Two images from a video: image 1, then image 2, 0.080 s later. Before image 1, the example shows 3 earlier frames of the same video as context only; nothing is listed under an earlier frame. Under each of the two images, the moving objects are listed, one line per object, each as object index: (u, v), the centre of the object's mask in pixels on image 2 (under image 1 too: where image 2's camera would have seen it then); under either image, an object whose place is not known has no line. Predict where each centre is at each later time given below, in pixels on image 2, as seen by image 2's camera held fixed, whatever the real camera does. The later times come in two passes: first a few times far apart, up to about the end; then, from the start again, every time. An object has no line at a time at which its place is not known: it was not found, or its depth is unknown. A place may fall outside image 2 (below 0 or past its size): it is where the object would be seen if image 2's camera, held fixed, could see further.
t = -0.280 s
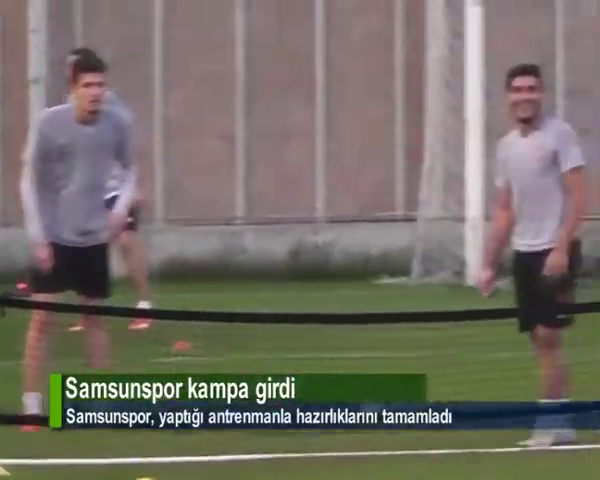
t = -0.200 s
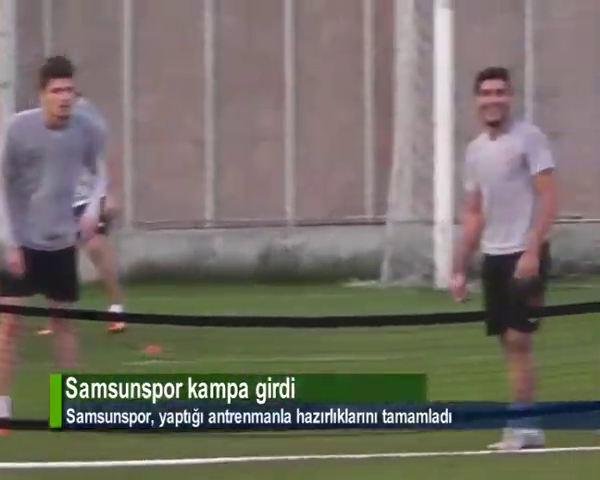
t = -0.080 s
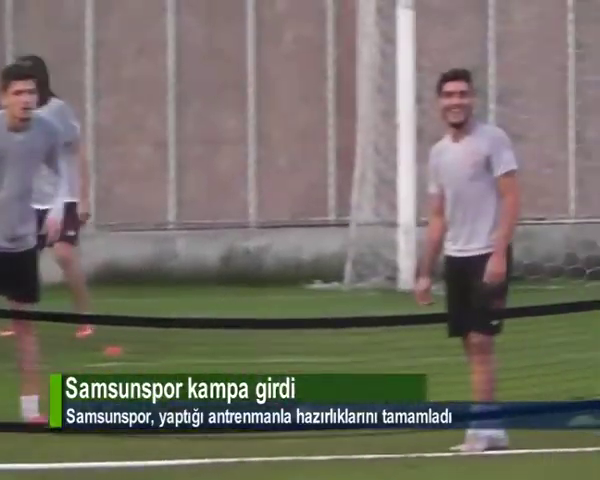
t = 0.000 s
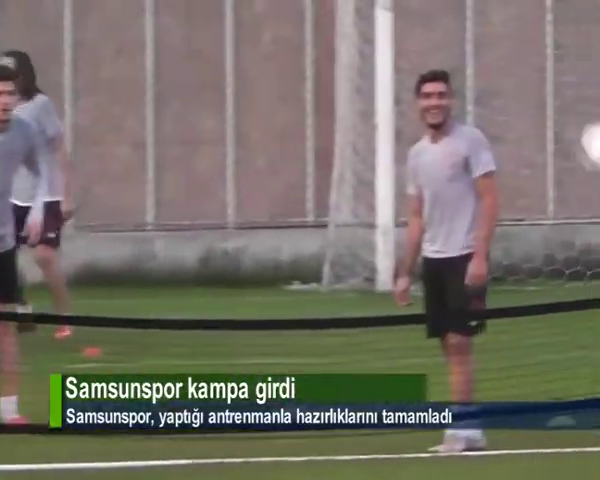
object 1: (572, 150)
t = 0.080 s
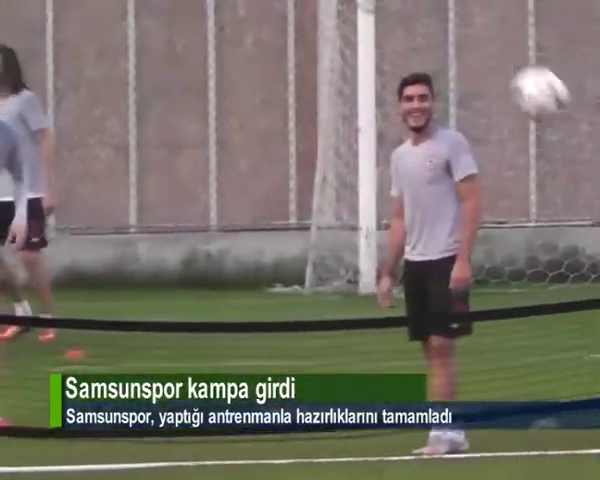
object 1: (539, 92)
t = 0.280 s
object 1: (421, 18)
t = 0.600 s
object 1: (242, 94)
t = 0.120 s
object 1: (514, 69)
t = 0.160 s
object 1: (491, 51)
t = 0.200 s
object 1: (467, 37)
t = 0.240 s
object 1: (443, 24)
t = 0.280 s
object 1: (421, 18)
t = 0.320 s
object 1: (399, 16)
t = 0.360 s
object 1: (374, 16)
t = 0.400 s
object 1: (351, 20)
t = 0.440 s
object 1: (329, 27)
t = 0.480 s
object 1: (306, 38)
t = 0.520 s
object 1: (285, 54)
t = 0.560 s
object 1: (263, 74)
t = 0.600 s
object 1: (242, 94)
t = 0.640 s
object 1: (220, 121)
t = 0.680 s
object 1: (198, 150)
